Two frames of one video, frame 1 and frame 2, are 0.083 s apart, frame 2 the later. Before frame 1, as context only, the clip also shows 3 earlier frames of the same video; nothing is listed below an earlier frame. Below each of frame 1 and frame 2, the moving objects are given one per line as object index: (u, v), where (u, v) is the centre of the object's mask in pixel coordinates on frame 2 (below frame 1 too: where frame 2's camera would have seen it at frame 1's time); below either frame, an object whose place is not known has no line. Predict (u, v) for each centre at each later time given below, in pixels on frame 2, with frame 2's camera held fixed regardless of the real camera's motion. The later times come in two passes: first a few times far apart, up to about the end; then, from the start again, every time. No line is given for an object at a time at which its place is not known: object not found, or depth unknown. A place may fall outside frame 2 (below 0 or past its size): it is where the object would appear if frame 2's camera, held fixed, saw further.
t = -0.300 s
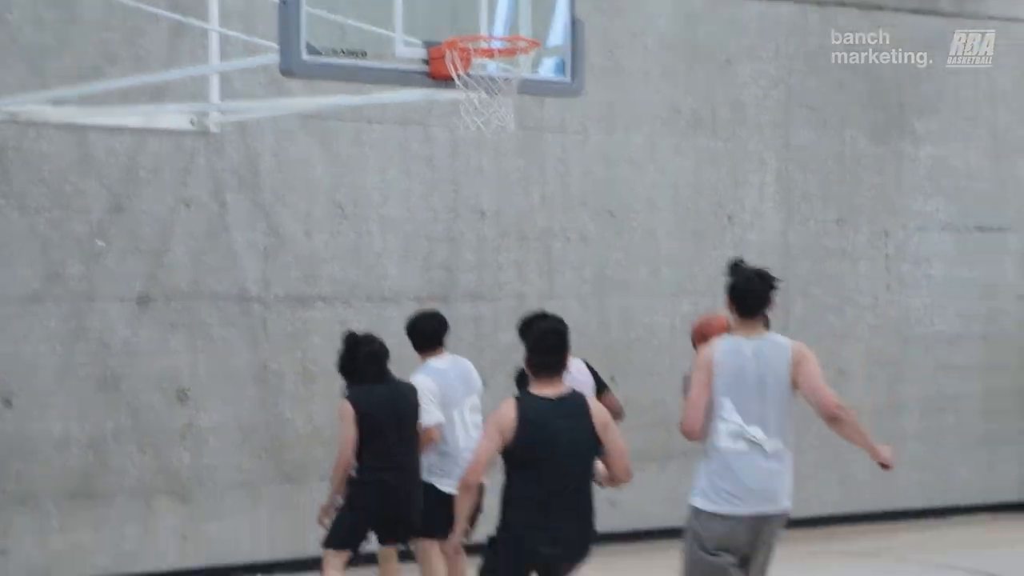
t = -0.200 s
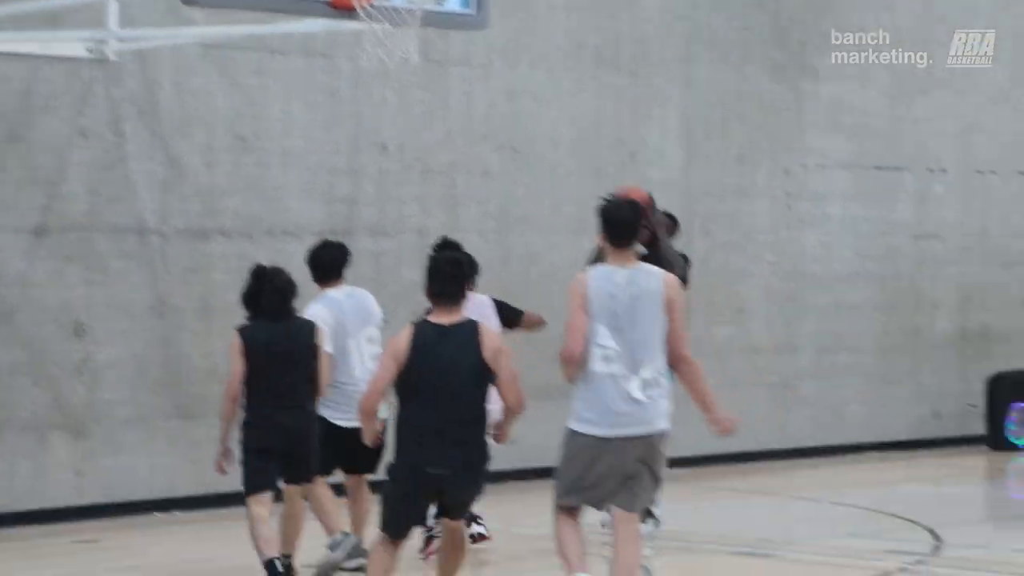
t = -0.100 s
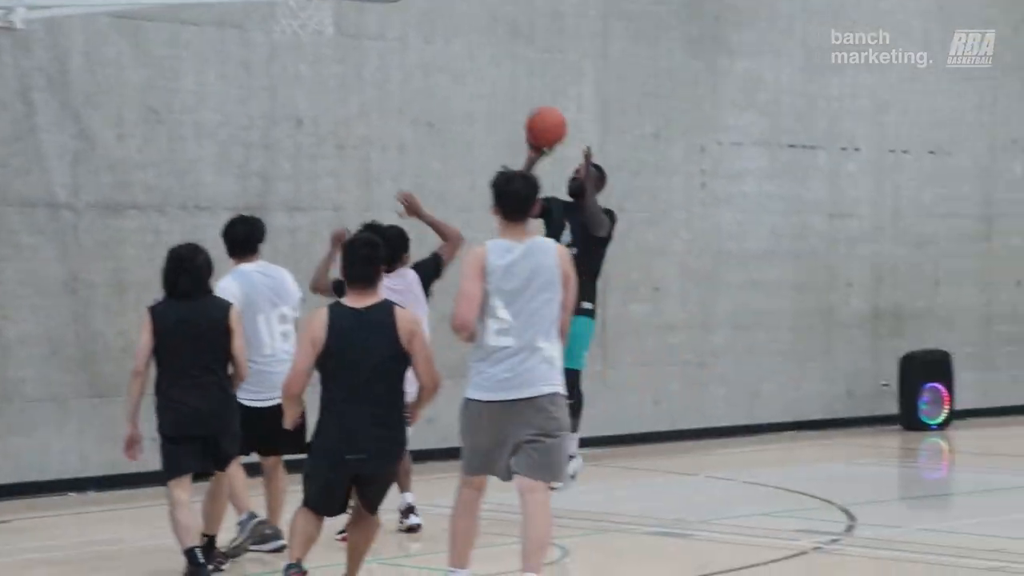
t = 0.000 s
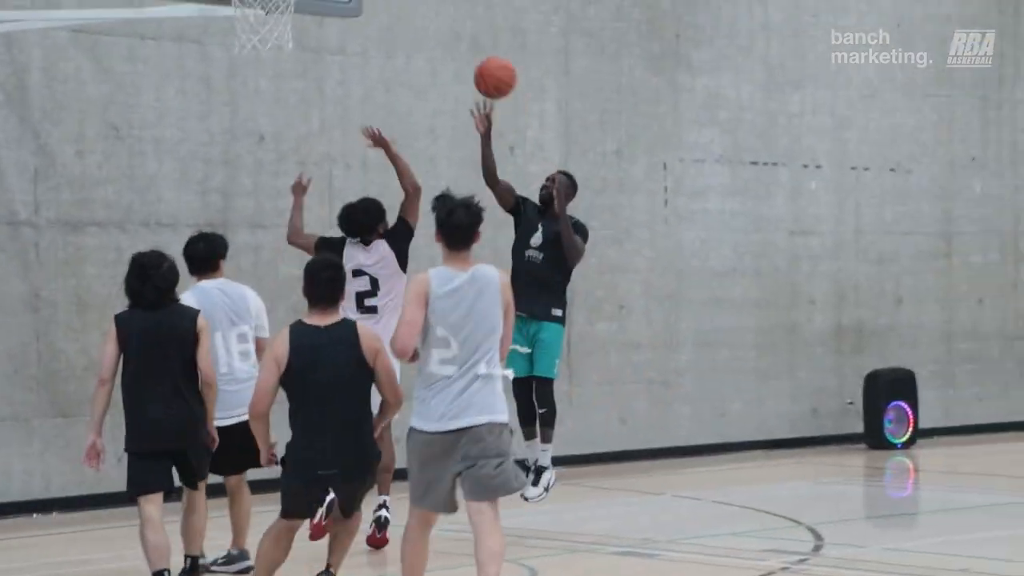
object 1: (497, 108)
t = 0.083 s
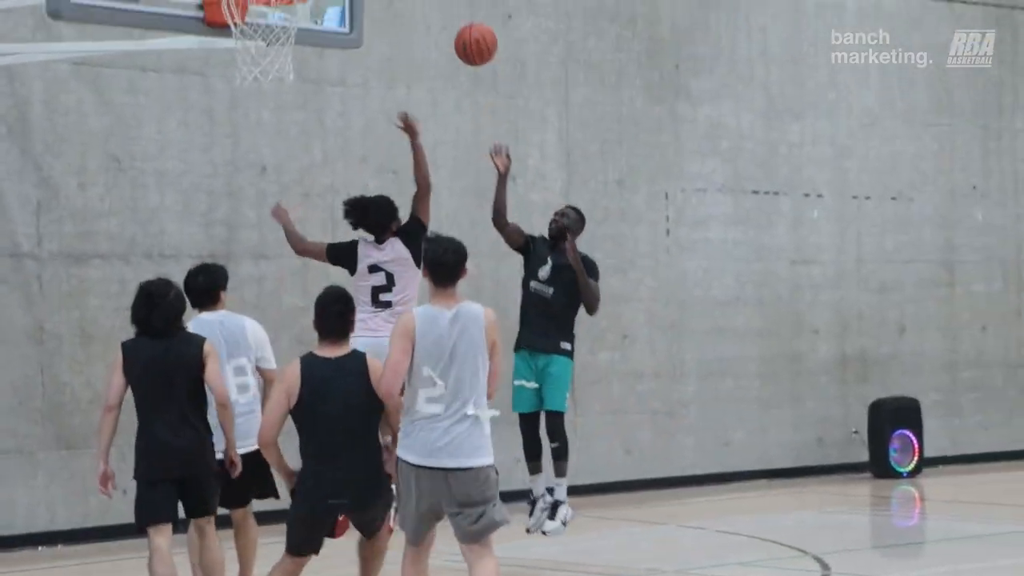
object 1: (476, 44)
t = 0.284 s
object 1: (427, -68)
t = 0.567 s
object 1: (363, -98)
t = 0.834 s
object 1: (291, -30)
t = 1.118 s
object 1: (266, 25)
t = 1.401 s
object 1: (306, 138)
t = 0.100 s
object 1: (471, 32)
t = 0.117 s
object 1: (467, 21)
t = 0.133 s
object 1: (463, 10)
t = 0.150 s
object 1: (459, 0)
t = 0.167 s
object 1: (455, -11)
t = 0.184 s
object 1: (451, -21)
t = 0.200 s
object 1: (447, -30)
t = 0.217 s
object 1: (442, -39)
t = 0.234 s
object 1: (439, -47)
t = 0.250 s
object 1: (435, -55)
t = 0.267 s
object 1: (431, -62)
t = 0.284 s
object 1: (427, -68)
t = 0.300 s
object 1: (423, -75)
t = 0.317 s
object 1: (420, -80)
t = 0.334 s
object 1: (416, -85)
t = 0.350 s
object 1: (412, -89)
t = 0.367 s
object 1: (409, -92)
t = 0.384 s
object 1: (405, -95)
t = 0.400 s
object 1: (401, -98)
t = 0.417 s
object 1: (397, -101)
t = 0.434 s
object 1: (394, -103)
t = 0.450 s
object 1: (391, -103)
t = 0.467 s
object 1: (387, -104)
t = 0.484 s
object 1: (383, -104)
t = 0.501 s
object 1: (379, -104)
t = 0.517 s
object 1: (375, -103)
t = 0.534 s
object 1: (371, -102)
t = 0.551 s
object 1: (367, -100)
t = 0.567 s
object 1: (363, -98)
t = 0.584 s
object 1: (359, -94)
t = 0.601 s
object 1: (355, -91)
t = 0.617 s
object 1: (350, -87)
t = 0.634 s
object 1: (346, -82)
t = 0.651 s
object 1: (341, -77)
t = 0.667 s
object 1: (337, -71)
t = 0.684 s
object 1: (332, -64)
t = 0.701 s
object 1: (327, -58)
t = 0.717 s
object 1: (323, -50)
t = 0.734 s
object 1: (318, -42)
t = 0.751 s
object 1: (314, -34)
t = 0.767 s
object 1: (310, -31)
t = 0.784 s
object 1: (306, -31)
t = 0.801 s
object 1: (300, -32)
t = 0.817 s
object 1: (296, -31)
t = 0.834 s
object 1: (291, -30)
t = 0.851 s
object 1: (286, -29)
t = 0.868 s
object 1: (280, -28)
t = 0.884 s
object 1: (275, -26)
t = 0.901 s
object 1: (270, -17)
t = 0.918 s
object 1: (268, -14)
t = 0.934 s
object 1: (266, -10)
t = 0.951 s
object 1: (260, -9)
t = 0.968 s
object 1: (258, -6)
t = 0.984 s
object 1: (255, -2)
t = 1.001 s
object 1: (254, 0)
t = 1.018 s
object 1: (255, 3)
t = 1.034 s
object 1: (256, 7)
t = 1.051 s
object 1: (257, 9)
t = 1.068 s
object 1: (258, 11)
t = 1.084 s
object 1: (260, 15)
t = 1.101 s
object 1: (263, 21)
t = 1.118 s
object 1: (266, 25)
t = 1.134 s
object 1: (270, 32)
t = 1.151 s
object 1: (273, 38)
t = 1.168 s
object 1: (276, 42)
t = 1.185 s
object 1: (280, 46)
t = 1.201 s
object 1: (282, 51)
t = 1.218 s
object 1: (284, 56)
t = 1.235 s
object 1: (286, 60)
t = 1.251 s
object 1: (288, 66)
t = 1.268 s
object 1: (290, 72)
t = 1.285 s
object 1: (292, 79)
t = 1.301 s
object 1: (294, 85)
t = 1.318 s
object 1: (296, 93)
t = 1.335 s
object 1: (298, 101)
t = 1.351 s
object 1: (300, 110)
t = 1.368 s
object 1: (302, 118)
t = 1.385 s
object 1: (304, 128)
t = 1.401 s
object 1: (306, 138)
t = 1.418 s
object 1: (308, 149)
